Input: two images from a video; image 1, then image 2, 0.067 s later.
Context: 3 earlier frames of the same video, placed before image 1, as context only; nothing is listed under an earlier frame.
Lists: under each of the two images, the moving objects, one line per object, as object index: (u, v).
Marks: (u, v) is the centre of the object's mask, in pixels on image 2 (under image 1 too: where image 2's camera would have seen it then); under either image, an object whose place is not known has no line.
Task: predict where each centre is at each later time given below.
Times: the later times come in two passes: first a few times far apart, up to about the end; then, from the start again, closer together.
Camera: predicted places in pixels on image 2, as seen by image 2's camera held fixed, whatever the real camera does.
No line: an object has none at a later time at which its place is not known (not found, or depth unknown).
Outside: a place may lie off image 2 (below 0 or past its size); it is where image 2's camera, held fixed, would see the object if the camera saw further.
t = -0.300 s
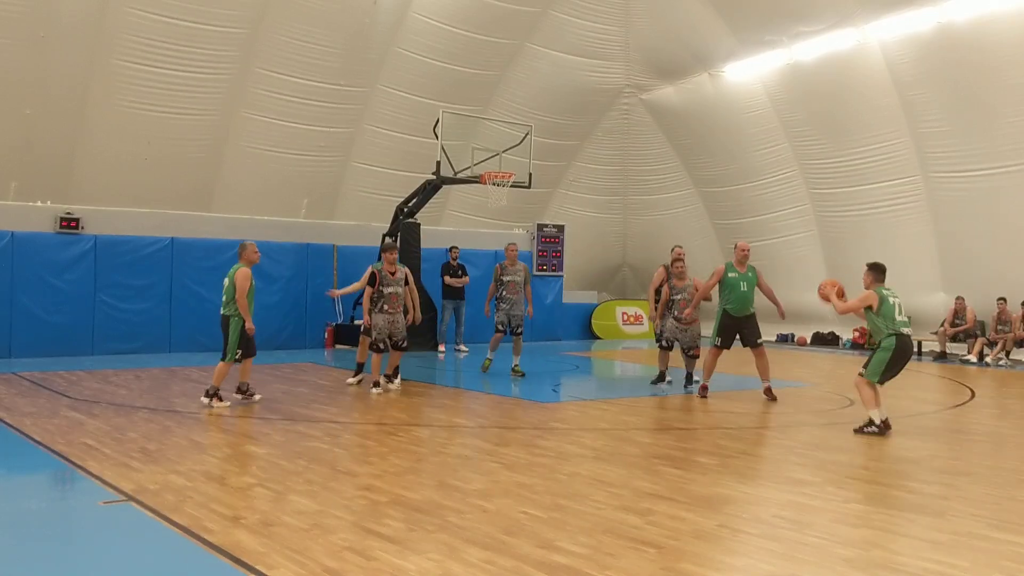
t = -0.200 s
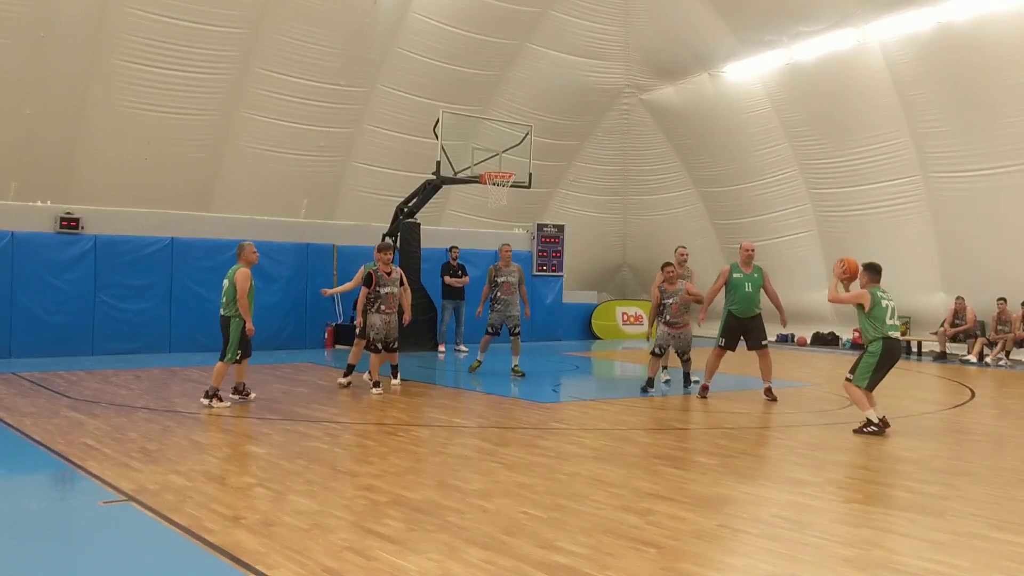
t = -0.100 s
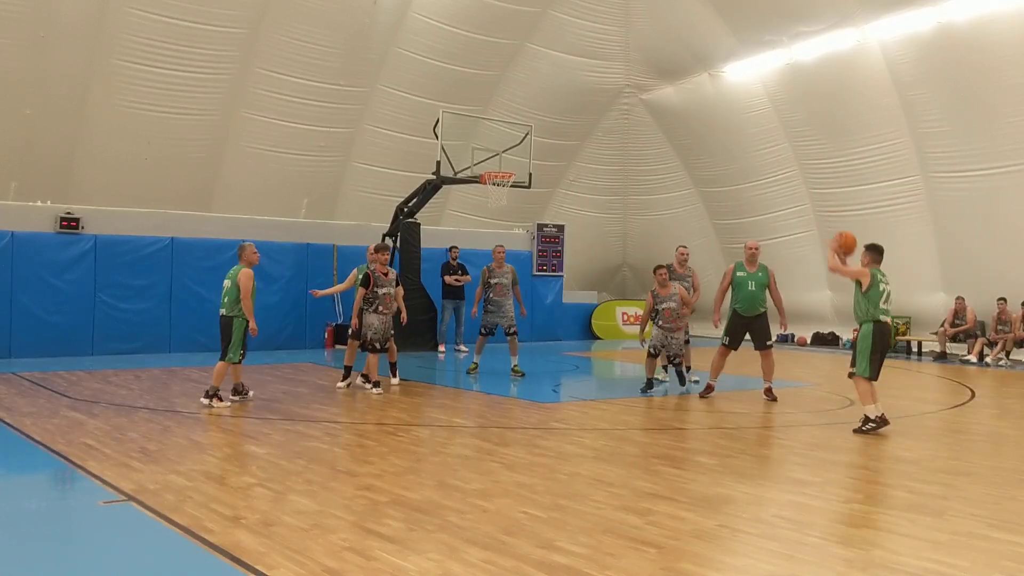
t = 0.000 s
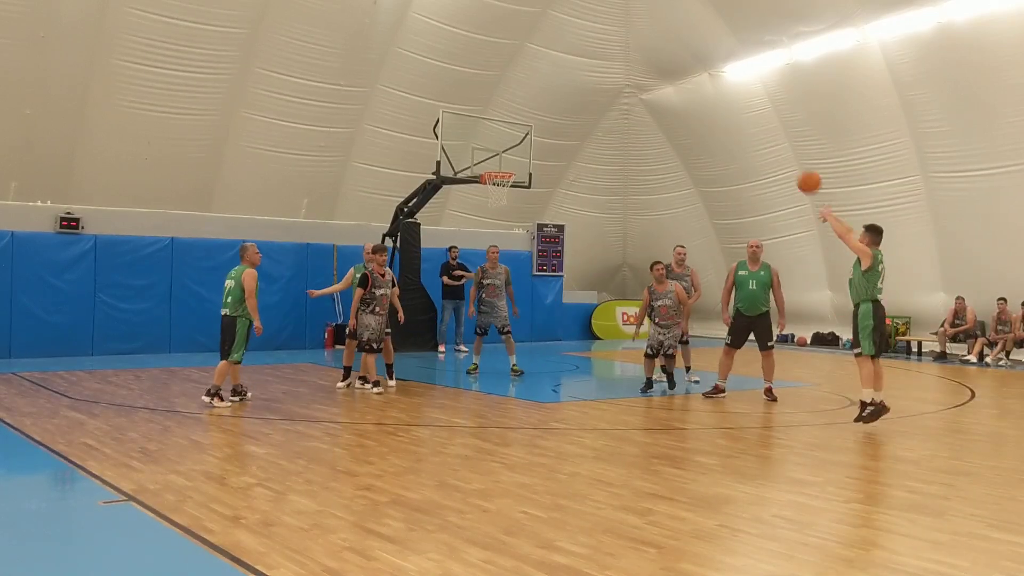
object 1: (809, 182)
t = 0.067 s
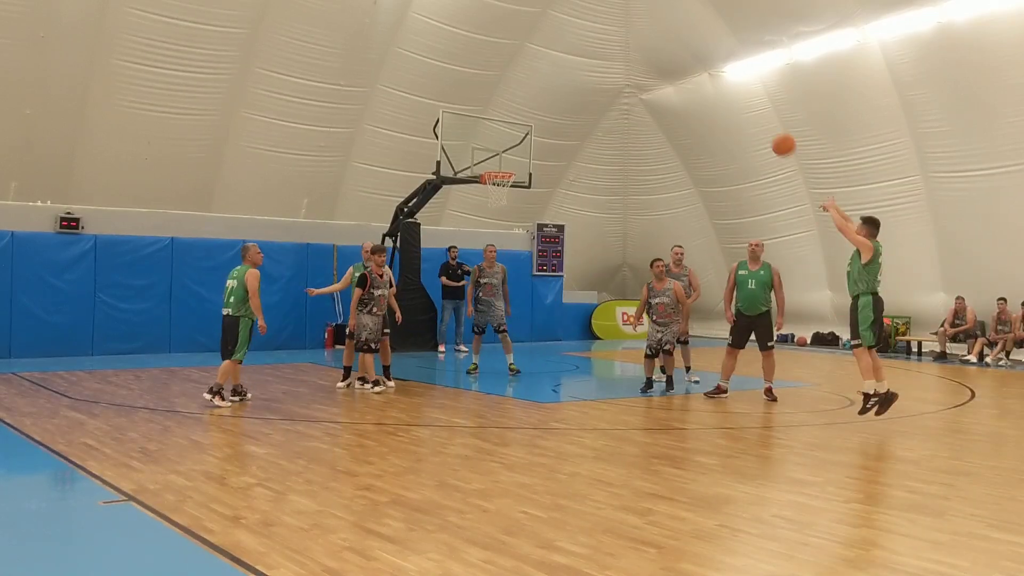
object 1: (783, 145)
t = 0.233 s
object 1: (726, 78)
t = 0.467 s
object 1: (658, 31)
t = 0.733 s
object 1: (594, 36)
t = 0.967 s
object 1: (545, 79)
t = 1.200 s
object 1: (503, 149)
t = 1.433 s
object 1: (508, 207)
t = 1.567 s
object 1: (522, 237)
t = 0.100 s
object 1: (771, 129)
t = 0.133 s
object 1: (759, 114)
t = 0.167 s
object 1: (748, 100)
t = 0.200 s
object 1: (736, 88)
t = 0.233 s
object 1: (726, 78)
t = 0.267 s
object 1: (715, 67)
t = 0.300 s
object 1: (705, 58)
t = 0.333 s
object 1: (695, 51)
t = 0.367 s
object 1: (686, 44)
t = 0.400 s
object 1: (676, 39)
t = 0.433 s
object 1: (667, 35)
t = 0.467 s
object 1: (658, 31)
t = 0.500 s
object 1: (650, 29)
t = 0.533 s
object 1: (641, 27)
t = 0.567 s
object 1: (633, 26)
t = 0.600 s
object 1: (625, 26)
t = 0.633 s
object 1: (617, 27)
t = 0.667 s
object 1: (609, 29)
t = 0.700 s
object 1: (601, 32)
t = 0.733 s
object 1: (594, 36)
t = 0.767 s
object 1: (586, 40)
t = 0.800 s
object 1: (579, 44)
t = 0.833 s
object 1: (572, 50)
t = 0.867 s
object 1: (565, 57)
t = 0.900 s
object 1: (558, 63)
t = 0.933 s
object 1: (551, 71)
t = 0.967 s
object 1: (545, 79)
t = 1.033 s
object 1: (532, 96)
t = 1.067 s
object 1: (526, 106)
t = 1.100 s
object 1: (520, 116)
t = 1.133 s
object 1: (514, 127)
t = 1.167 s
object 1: (509, 138)
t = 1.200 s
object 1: (503, 149)
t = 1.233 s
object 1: (498, 161)
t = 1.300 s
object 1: (496, 184)
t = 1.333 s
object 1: (498, 192)
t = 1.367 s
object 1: (501, 197)
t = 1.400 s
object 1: (504, 202)
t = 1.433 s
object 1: (508, 207)
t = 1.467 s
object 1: (512, 214)
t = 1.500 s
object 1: (515, 221)
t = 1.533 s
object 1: (519, 229)
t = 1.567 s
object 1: (522, 237)
